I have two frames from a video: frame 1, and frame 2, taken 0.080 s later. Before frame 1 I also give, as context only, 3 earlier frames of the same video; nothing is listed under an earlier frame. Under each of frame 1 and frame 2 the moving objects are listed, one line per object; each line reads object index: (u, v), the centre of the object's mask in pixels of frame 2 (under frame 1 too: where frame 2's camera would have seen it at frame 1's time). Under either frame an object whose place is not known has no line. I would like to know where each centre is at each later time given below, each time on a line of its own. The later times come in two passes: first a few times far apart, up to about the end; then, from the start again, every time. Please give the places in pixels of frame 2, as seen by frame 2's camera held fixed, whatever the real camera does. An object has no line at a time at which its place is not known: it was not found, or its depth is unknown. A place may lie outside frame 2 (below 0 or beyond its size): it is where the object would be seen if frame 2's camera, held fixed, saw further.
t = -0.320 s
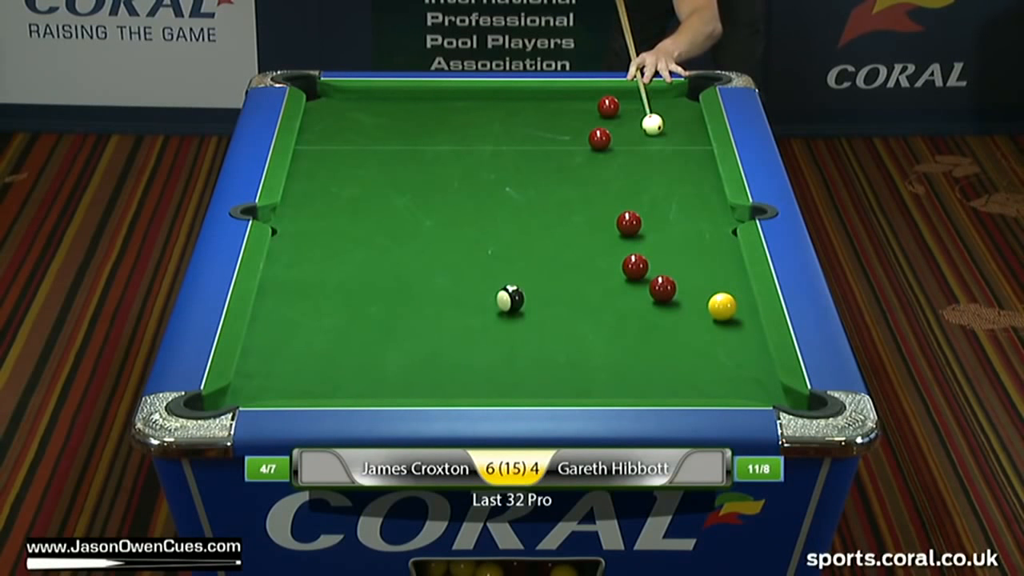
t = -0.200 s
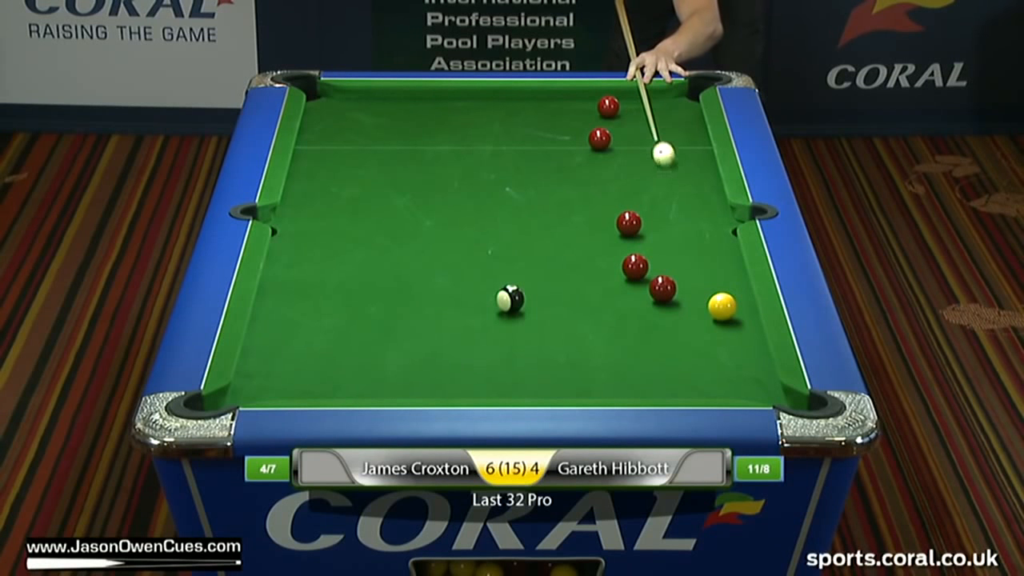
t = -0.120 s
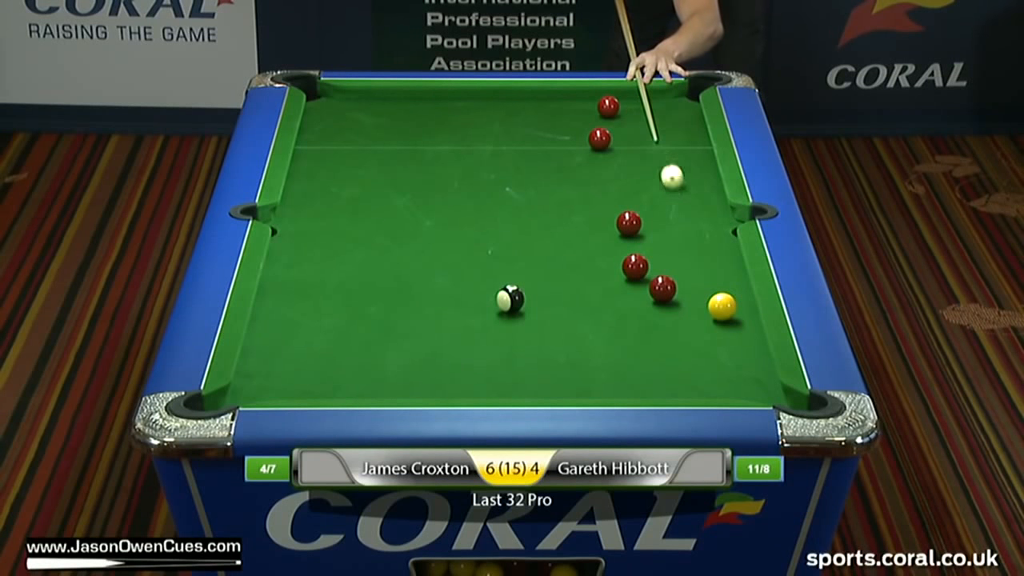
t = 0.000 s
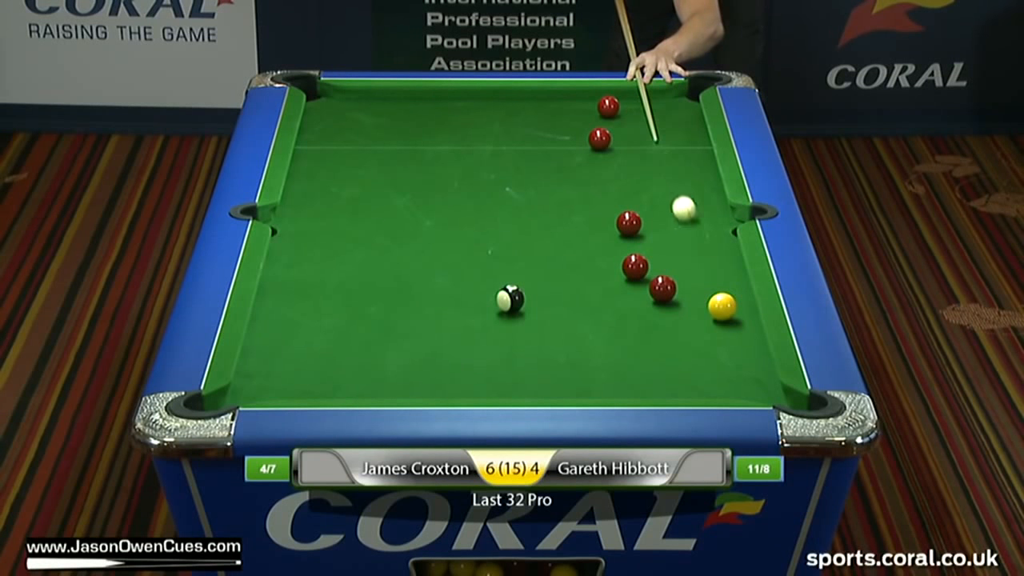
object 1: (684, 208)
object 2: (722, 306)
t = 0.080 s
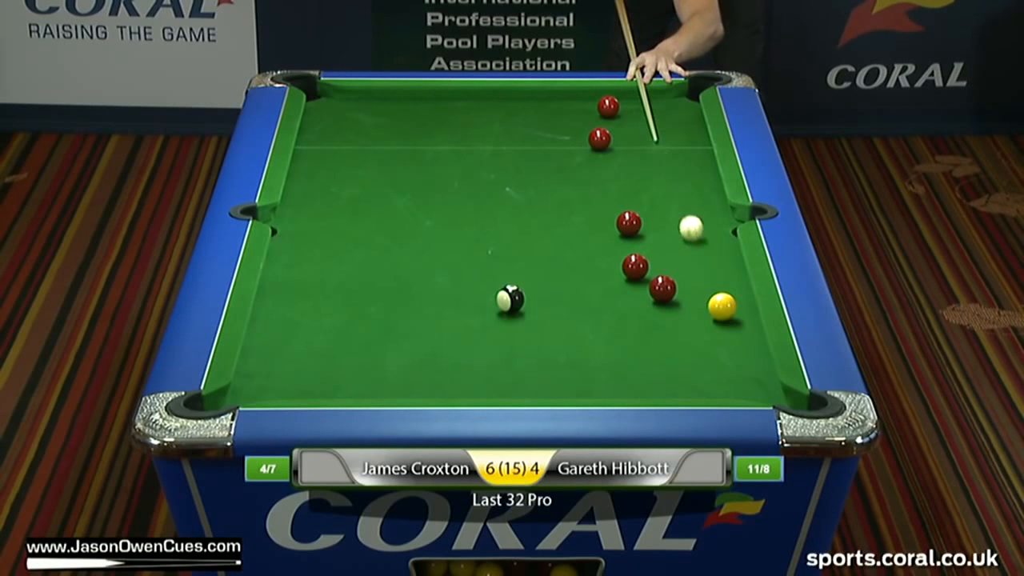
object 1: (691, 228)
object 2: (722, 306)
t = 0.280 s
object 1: (708, 272)
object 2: (722, 306)
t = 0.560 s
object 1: (714, 301)
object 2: (738, 337)
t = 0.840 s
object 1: (711, 314)
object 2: (760, 381)
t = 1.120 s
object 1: (709, 324)
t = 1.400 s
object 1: (708, 334)
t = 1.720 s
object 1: (706, 343)
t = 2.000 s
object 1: (704, 350)
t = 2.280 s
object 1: (703, 355)
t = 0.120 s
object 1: (695, 237)
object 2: (722, 306)
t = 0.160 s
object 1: (698, 246)
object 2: (722, 306)
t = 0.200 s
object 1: (701, 255)
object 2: (722, 306)
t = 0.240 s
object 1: (705, 264)
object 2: (722, 306)
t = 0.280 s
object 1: (708, 272)
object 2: (722, 306)
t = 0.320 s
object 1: (711, 281)
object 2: (722, 306)
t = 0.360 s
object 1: (713, 288)
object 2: (722, 306)
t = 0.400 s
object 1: (714, 293)
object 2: (724, 309)
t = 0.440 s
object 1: (714, 296)
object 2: (728, 317)
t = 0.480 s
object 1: (714, 298)
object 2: (731, 324)
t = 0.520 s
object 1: (714, 300)
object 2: (734, 331)
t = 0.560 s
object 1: (714, 301)
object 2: (738, 337)
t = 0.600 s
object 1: (713, 303)
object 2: (741, 343)
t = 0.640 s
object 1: (713, 305)
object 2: (744, 349)
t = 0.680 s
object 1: (712, 307)
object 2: (747, 356)
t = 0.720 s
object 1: (712, 309)
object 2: (750, 362)
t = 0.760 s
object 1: (712, 310)
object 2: (753, 368)
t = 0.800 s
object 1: (712, 312)
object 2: (757, 375)
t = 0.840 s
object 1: (711, 314)
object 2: (760, 381)
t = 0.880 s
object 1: (711, 315)
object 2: (764, 387)
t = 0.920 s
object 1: (710, 317)
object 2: (768, 392)
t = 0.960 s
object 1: (710, 318)
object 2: (771, 396)
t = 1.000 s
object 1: (709, 320)
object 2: (777, 399)
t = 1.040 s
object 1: (709, 322)
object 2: (788, 400)
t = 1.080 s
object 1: (709, 323)
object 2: (798, 404)
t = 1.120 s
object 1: (709, 324)
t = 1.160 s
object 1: (709, 326)
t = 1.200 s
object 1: (708, 327)
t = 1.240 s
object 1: (708, 329)
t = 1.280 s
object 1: (708, 330)
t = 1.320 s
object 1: (708, 332)
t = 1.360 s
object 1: (708, 333)
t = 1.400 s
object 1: (708, 334)
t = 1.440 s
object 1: (708, 335)
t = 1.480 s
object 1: (708, 337)
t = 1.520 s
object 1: (707, 338)
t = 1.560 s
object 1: (707, 339)
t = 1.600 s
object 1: (707, 340)
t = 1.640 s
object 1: (707, 341)
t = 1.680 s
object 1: (707, 342)
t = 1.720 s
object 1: (706, 343)
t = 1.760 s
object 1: (706, 344)
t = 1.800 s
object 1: (705, 345)
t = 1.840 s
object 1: (705, 346)
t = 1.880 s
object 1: (705, 347)
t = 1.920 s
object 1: (705, 348)
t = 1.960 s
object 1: (704, 349)
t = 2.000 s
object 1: (704, 350)
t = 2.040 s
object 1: (704, 351)
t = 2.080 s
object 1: (703, 351)
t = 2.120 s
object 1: (703, 352)
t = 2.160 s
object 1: (703, 353)
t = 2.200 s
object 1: (703, 354)
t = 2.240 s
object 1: (703, 354)
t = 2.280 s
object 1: (703, 355)
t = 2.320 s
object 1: (703, 356)
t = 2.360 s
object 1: (703, 356)
